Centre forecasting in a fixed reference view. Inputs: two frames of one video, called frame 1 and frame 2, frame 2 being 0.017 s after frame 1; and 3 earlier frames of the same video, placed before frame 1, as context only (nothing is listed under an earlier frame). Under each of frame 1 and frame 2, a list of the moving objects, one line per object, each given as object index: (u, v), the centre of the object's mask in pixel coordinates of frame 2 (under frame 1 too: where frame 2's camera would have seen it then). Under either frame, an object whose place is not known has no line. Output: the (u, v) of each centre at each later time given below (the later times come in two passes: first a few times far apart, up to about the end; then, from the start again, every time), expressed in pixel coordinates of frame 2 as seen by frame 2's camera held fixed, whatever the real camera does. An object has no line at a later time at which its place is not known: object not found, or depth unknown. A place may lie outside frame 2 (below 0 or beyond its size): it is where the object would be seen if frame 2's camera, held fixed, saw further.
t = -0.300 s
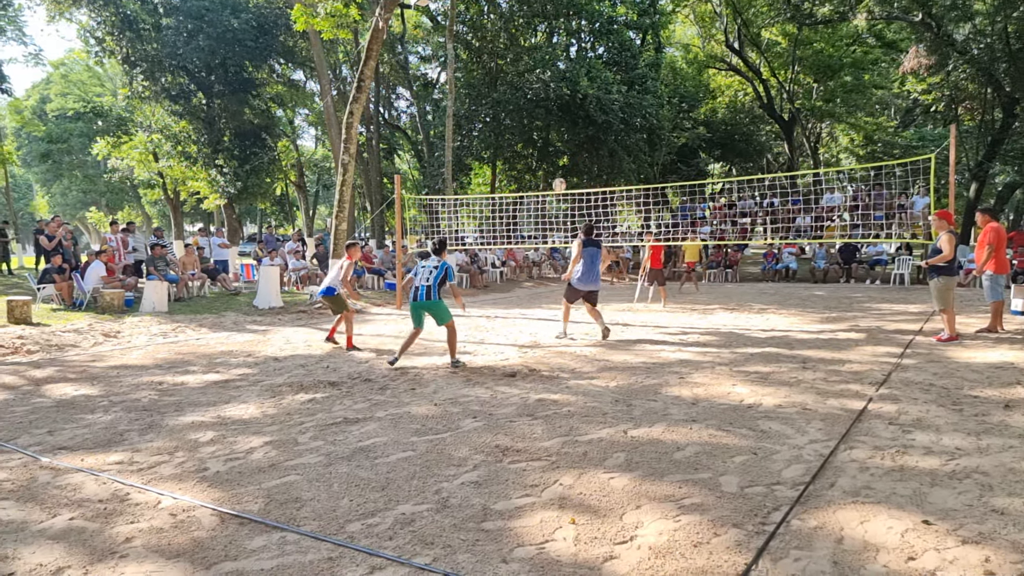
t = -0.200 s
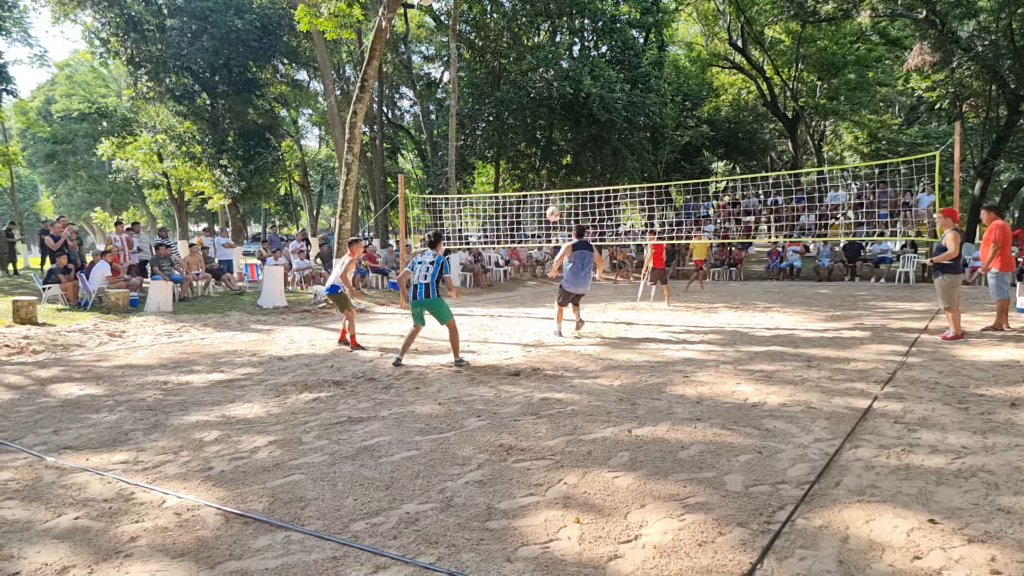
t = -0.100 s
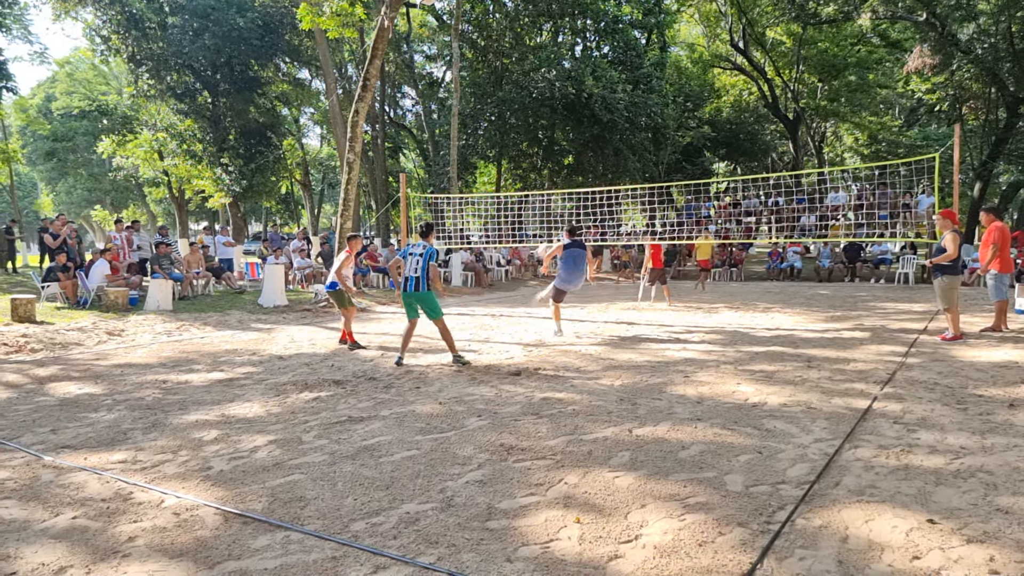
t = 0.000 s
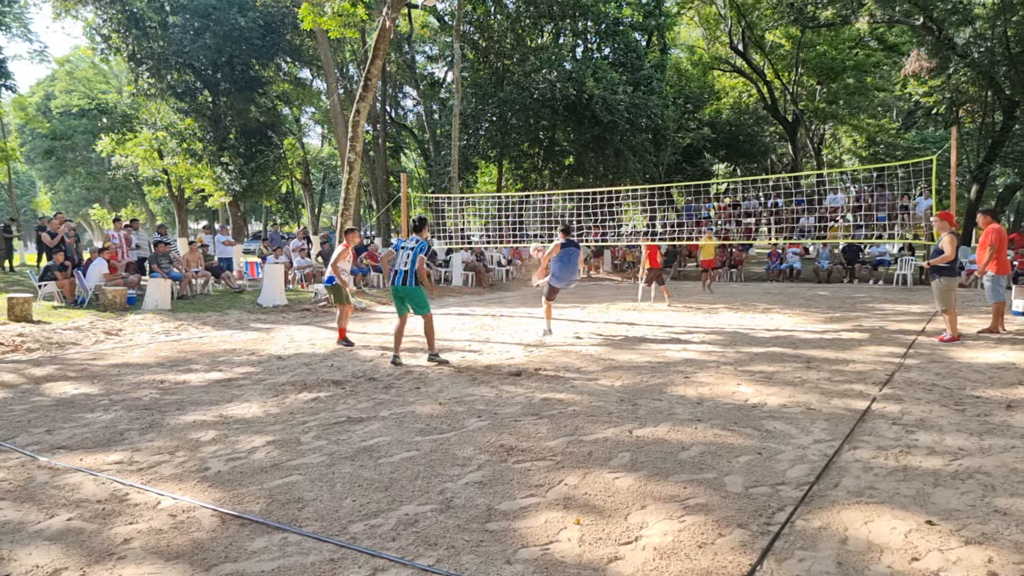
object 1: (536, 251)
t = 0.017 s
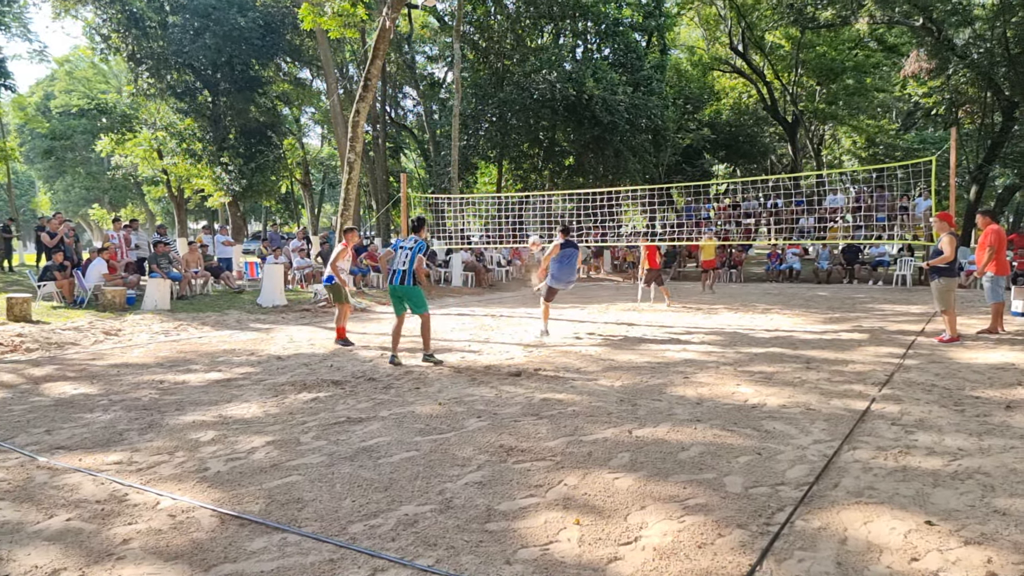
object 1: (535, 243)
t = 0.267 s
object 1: (513, 146)
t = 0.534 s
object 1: (484, 83)
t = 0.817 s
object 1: (463, 69)
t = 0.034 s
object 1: (534, 236)
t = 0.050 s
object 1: (532, 228)
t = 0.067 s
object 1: (532, 221)
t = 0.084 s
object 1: (530, 214)
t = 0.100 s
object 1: (528, 207)
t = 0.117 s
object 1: (527, 200)
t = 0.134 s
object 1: (526, 193)
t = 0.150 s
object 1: (524, 187)
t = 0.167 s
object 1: (523, 181)
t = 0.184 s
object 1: (521, 175)
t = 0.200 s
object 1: (519, 169)
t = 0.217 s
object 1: (517, 163)
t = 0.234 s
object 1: (516, 157)
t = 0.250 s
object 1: (514, 152)
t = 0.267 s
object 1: (513, 146)
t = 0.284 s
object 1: (512, 141)
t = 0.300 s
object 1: (511, 136)
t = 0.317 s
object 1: (509, 131)
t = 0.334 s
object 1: (508, 127)
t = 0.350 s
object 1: (506, 122)
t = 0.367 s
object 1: (504, 118)
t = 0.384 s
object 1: (502, 114)
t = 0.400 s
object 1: (499, 110)
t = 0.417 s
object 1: (497, 106)
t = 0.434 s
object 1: (495, 102)
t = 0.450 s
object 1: (493, 99)
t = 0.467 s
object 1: (491, 95)
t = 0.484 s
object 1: (489, 92)
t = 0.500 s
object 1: (487, 89)
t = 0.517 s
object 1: (486, 86)
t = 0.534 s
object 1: (484, 83)
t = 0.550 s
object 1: (482, 80)
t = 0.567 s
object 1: (480, 78)
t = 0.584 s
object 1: (478, 76)
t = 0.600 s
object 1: (476, 74)
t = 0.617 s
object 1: (475, 72)
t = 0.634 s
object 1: (475, 71)
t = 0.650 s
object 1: (474, 69)
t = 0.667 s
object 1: (473, 68)
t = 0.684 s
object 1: (472, 68)
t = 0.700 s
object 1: (470, 68)
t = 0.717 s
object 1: (469, 67)
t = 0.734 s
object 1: (467, 67)
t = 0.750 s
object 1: (466, 67)
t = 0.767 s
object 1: (465, 67)
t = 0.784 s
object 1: (464, 67)
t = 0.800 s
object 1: (464, 68)
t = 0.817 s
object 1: (463, 69)
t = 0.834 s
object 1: (461, 70)
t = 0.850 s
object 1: (461, 71)
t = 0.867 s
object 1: (460, 72)
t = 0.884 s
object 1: (459, 73)
